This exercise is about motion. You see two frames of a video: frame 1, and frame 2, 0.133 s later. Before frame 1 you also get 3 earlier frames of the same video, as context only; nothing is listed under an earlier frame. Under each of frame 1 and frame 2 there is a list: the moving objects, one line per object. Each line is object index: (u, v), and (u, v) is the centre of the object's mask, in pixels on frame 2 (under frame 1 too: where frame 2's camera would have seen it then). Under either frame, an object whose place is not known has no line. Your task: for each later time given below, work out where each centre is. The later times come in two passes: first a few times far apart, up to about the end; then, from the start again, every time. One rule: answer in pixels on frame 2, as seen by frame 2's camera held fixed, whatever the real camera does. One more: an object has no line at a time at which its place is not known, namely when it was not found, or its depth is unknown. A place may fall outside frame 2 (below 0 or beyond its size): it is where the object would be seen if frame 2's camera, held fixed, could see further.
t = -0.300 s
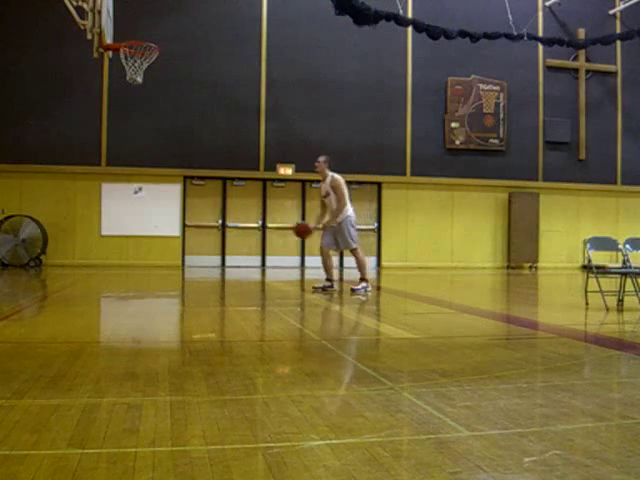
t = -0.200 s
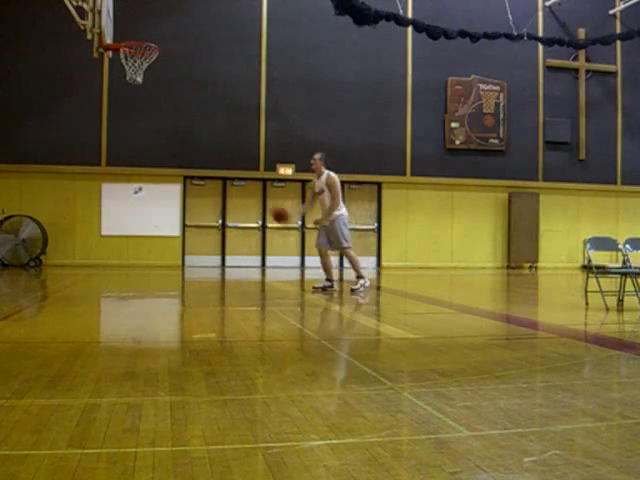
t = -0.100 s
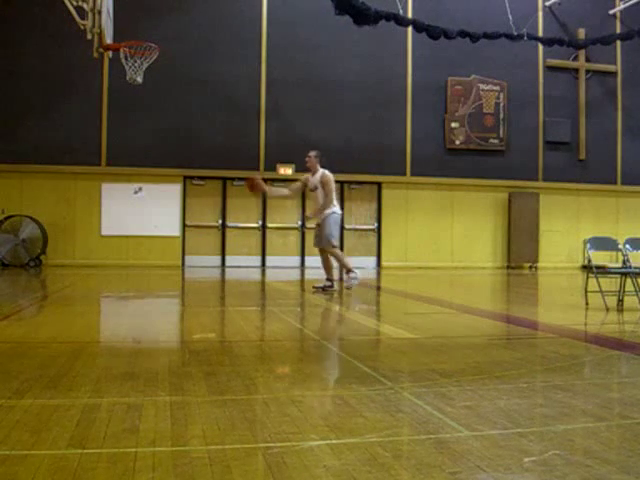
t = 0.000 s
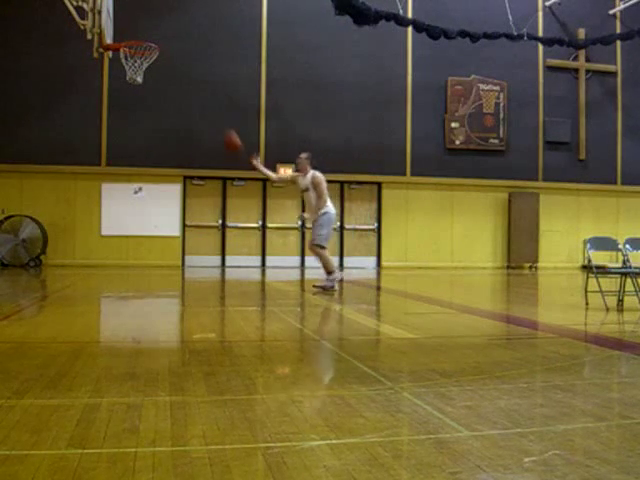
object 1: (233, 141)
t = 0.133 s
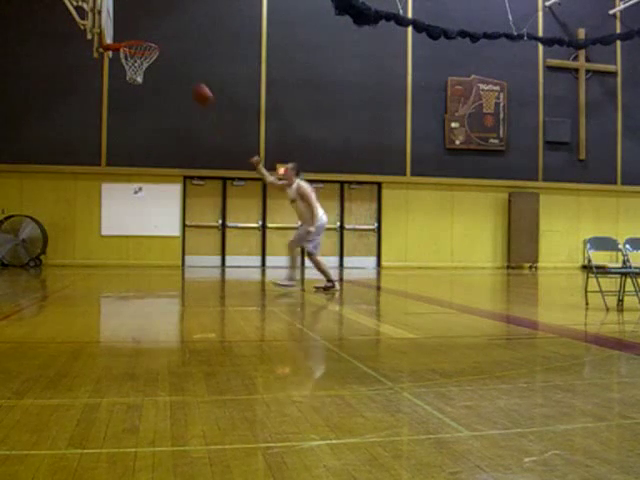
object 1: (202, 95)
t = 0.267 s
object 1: (173, 60)
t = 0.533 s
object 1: (127, 29)
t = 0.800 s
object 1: (175, 42)
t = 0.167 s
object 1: (195, 85)
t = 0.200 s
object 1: (187, 76)
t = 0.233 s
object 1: (180, 68)
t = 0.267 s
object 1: (173, 60)
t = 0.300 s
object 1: (166, 53)
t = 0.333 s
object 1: (160, 46)
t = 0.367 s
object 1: (151, 38)
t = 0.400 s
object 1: (141, 35)
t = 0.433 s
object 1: (134, 33)
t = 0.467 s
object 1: (125, 32)
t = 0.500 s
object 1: (122, 29)
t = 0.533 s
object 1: (127, 29)
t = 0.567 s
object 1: (133, 26)
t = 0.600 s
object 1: (139, 26)
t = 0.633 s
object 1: (146, 27)
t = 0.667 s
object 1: (151, 28)
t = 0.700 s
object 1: (157, 31)
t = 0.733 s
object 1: (164, 34)
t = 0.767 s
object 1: (169, 38)
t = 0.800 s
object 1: (175, 42)
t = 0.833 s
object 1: (182, 48)
